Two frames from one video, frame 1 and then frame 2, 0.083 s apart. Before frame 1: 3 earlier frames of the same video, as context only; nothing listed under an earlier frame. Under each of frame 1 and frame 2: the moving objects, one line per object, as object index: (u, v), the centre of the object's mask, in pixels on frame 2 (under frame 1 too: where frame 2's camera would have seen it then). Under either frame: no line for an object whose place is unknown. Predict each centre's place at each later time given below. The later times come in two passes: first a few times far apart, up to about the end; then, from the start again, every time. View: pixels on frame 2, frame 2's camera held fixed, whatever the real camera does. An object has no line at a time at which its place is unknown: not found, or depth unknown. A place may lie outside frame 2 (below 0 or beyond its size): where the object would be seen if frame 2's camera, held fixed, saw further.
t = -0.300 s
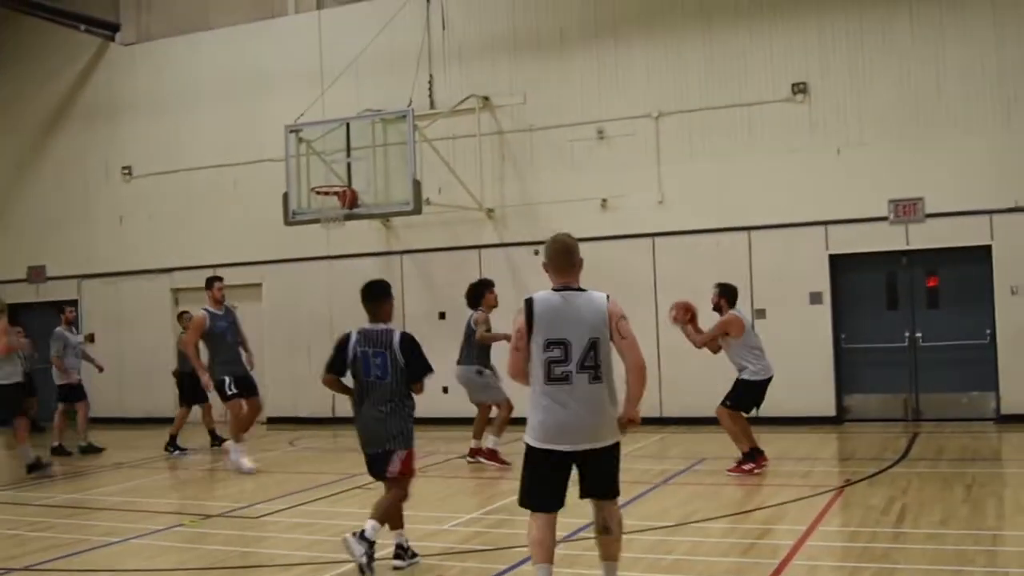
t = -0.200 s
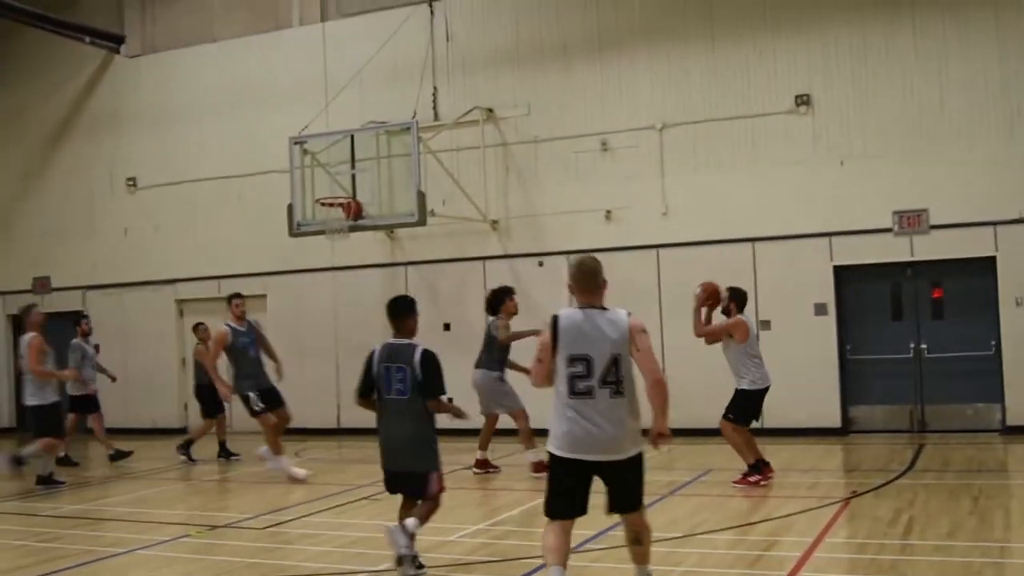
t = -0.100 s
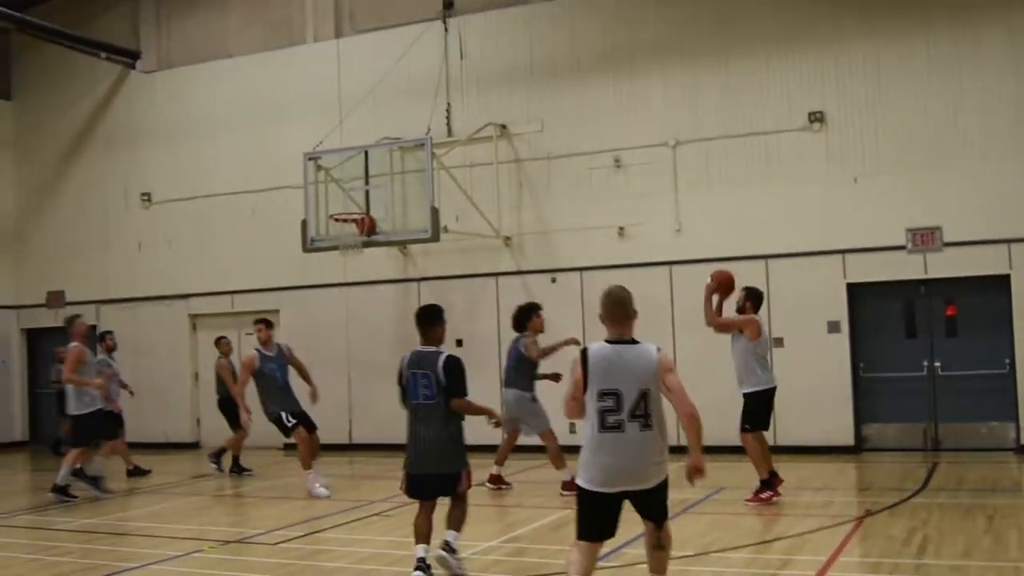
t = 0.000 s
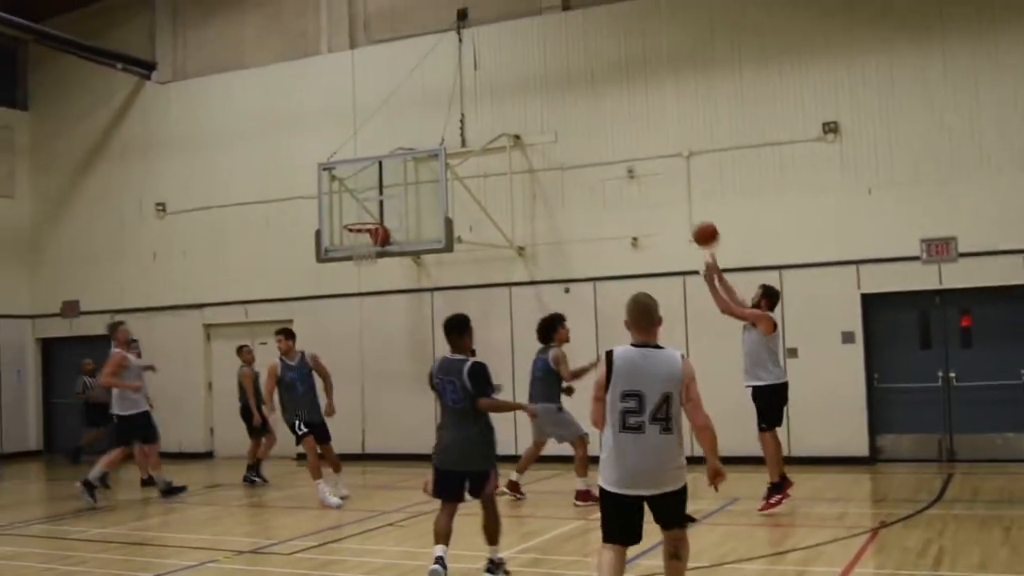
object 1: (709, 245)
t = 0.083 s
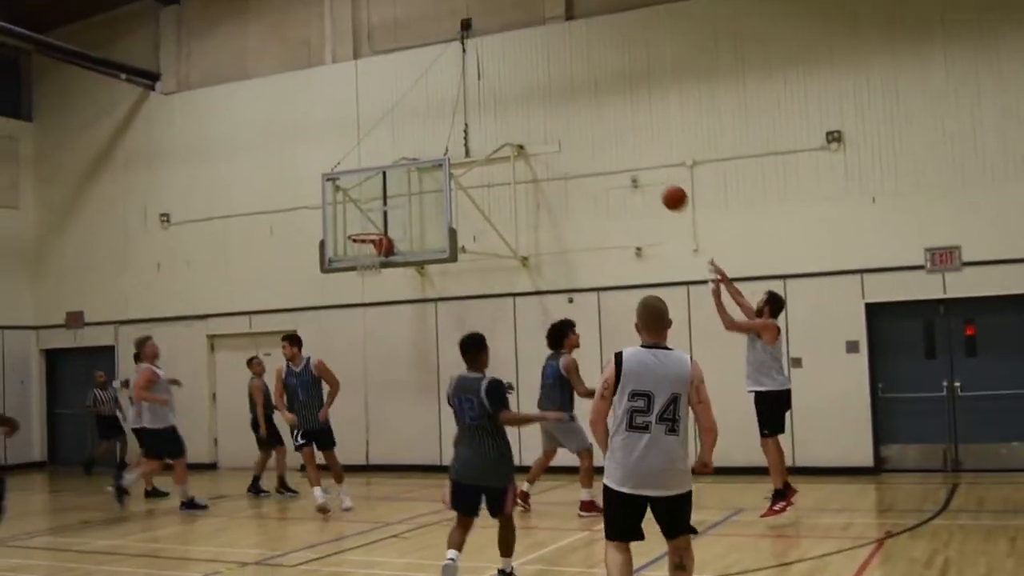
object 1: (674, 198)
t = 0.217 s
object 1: (623, 143)
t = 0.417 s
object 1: (553, 99)
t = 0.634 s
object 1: (487, 95)
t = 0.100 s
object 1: (667, 190)
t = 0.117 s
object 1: (661, 182)
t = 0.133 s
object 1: (654, 175)
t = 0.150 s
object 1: (648, 168)
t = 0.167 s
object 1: (641, 161)
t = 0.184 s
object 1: (635, 155)
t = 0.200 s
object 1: (629, 149)
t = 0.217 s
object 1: (623, 143)
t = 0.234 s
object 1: (617, 138)
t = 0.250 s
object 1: (611, 133)
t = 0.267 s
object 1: (605, 128)
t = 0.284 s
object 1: (598, 124)
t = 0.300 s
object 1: (593, 120)
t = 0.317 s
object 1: (587, 116)
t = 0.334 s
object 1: (581, 112)
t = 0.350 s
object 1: (575, 109)
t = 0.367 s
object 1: (569, 106)
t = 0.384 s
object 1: (564, 104)
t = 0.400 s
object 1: (559, 101)
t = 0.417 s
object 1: (553, 99)
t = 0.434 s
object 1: (548, 98)
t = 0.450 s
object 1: (542, 96)
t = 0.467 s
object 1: (537, 95)
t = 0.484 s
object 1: (532, 94)
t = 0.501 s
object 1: (527, 93)
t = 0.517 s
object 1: (522, 92)
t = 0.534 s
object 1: (517, 92)
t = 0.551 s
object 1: (511, 92)
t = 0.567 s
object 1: (506, 92)
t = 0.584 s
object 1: (502, 93)
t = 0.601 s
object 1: (497, 93)
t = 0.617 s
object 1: (492, 94)
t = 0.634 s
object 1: (487, 95)
